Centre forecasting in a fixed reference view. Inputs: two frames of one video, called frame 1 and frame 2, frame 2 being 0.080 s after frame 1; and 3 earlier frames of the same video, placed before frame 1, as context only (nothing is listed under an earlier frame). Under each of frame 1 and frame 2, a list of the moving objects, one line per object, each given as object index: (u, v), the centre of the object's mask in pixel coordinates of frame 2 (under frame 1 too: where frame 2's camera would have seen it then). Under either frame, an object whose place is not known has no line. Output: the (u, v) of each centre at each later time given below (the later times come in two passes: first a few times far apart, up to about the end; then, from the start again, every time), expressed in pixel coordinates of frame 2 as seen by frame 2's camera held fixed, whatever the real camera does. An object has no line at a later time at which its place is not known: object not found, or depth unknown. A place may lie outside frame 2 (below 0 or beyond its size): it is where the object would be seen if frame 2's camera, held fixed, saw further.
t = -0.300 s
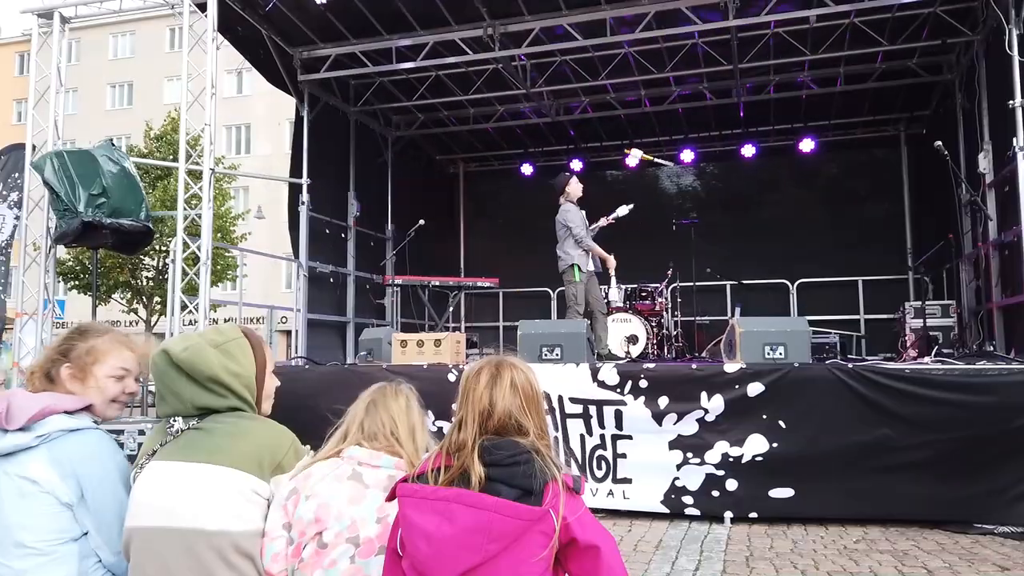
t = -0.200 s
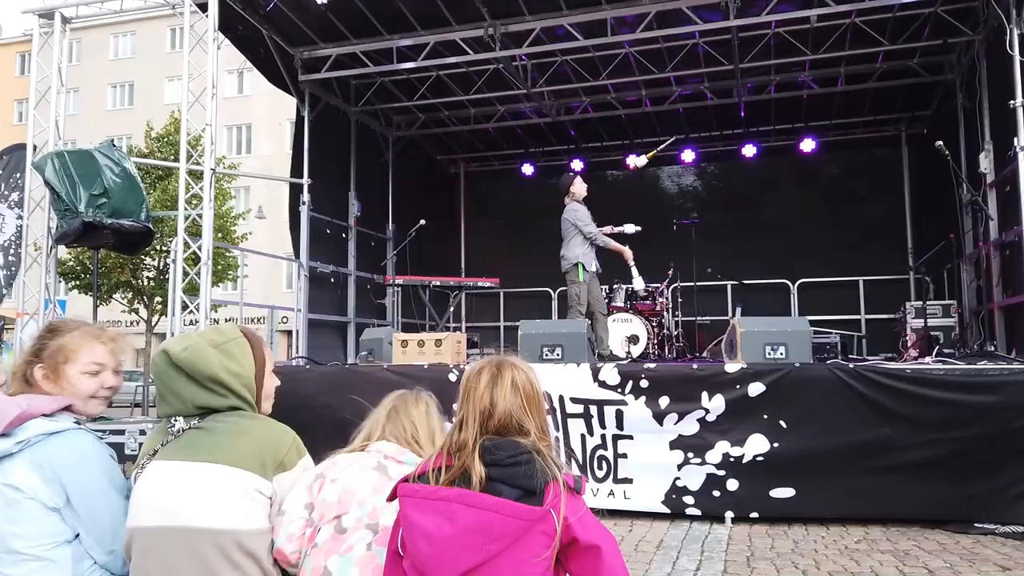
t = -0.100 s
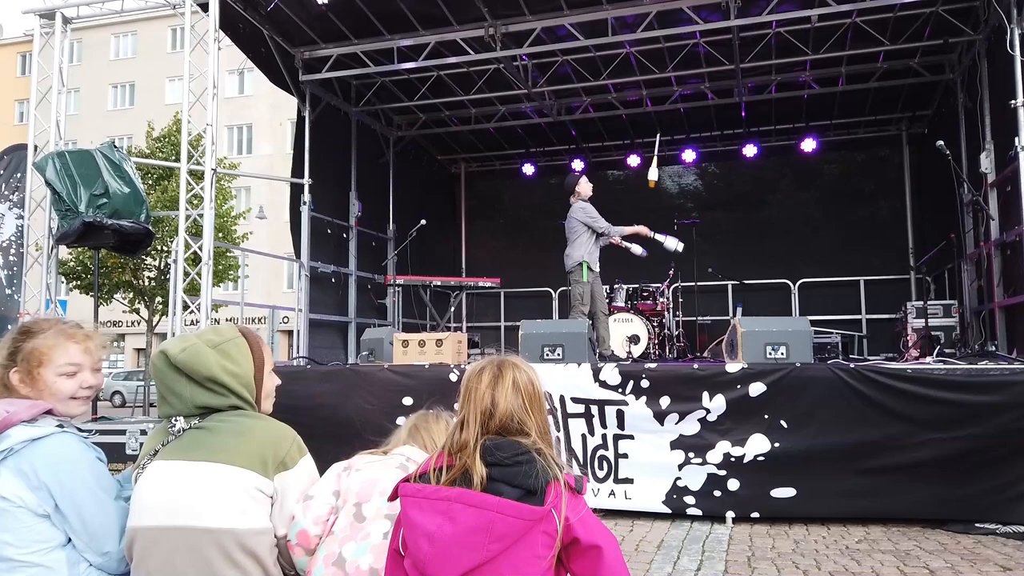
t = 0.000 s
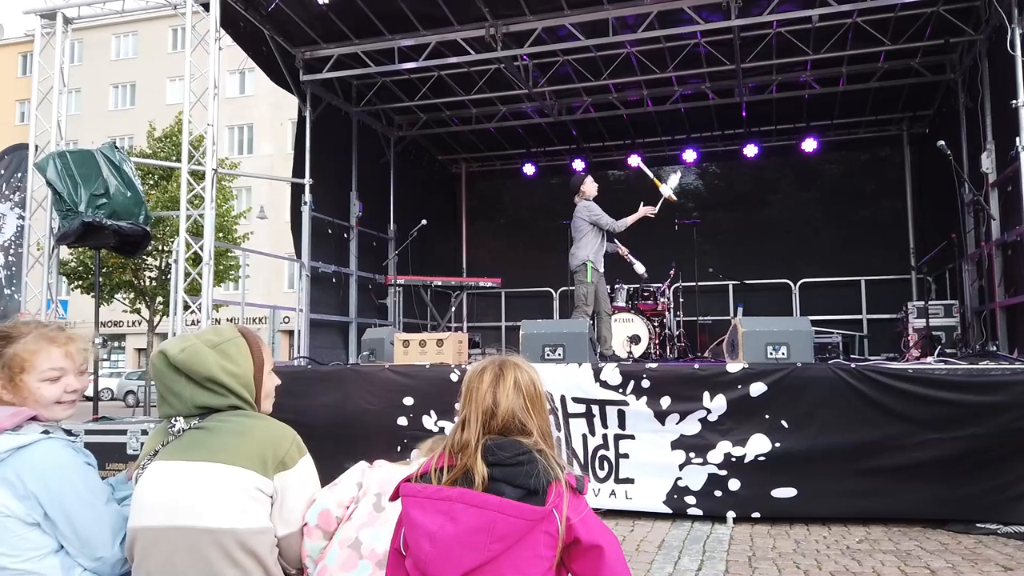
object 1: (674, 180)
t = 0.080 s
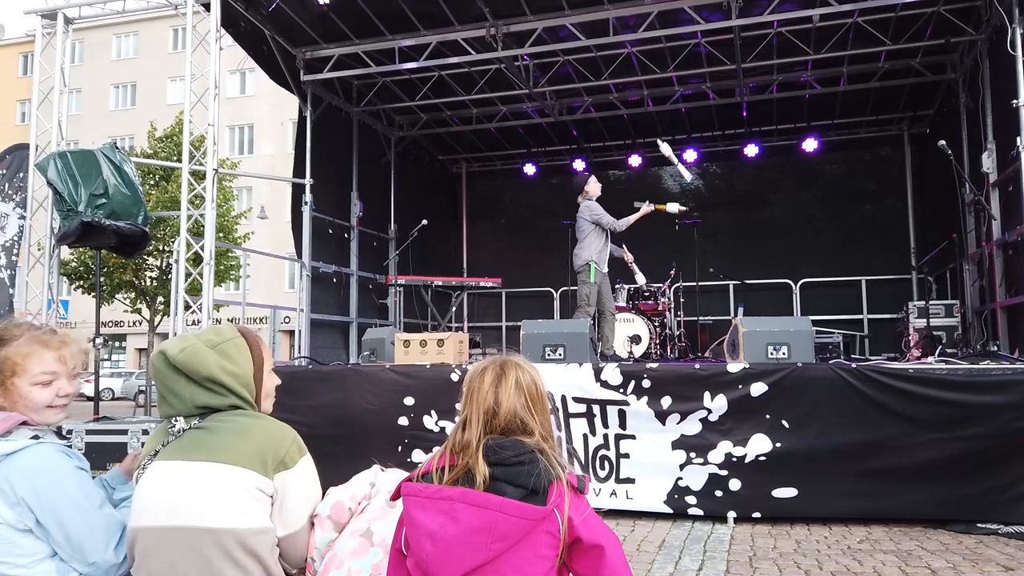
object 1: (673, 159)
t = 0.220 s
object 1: (677, 115)
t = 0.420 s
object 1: (680, 98)
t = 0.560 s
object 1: (688, 106)
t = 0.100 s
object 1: (674, 151)
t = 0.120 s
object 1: (675, 143)
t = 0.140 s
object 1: (677, 137)
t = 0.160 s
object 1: (677, 130)
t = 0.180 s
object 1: (677, 124)
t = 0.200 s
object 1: (677, 119)
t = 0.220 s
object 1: (677, 115)
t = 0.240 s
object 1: (676, 112)
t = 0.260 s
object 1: (677, 109)
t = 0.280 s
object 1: (677, 106)
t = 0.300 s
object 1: (678, 104)
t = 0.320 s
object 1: (679, 102)
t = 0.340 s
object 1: (679, 99)
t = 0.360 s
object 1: (679, 98)
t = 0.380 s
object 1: (680, 97)
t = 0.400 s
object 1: (680, 97)
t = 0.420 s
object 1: (680, 98)
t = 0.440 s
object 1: (681, 99)
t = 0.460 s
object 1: (683, 101)
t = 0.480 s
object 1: (685, 102)
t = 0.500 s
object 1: (687, 103)
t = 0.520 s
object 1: (687, 102)
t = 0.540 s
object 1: (688, 104)
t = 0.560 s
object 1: (688, 106)
